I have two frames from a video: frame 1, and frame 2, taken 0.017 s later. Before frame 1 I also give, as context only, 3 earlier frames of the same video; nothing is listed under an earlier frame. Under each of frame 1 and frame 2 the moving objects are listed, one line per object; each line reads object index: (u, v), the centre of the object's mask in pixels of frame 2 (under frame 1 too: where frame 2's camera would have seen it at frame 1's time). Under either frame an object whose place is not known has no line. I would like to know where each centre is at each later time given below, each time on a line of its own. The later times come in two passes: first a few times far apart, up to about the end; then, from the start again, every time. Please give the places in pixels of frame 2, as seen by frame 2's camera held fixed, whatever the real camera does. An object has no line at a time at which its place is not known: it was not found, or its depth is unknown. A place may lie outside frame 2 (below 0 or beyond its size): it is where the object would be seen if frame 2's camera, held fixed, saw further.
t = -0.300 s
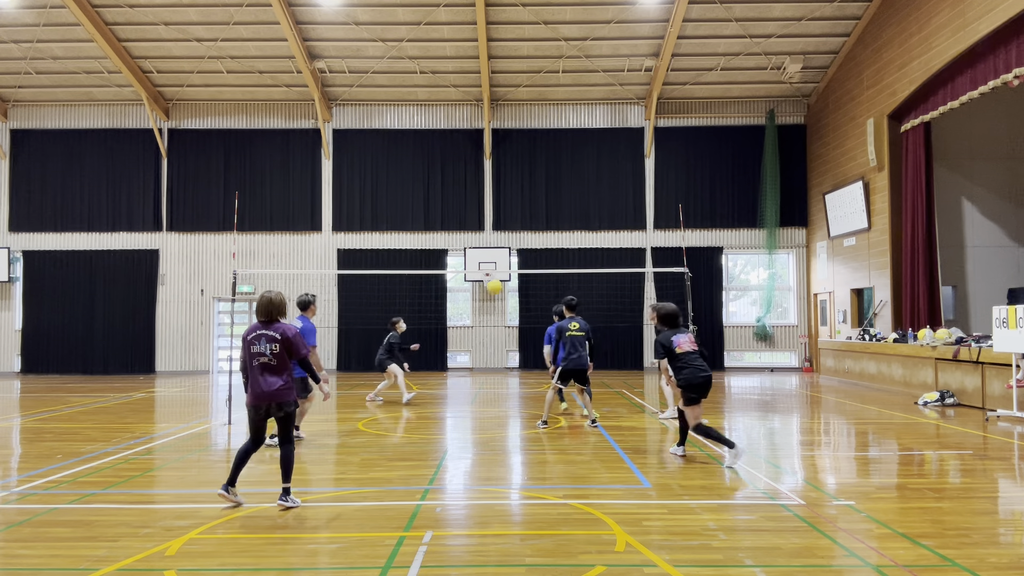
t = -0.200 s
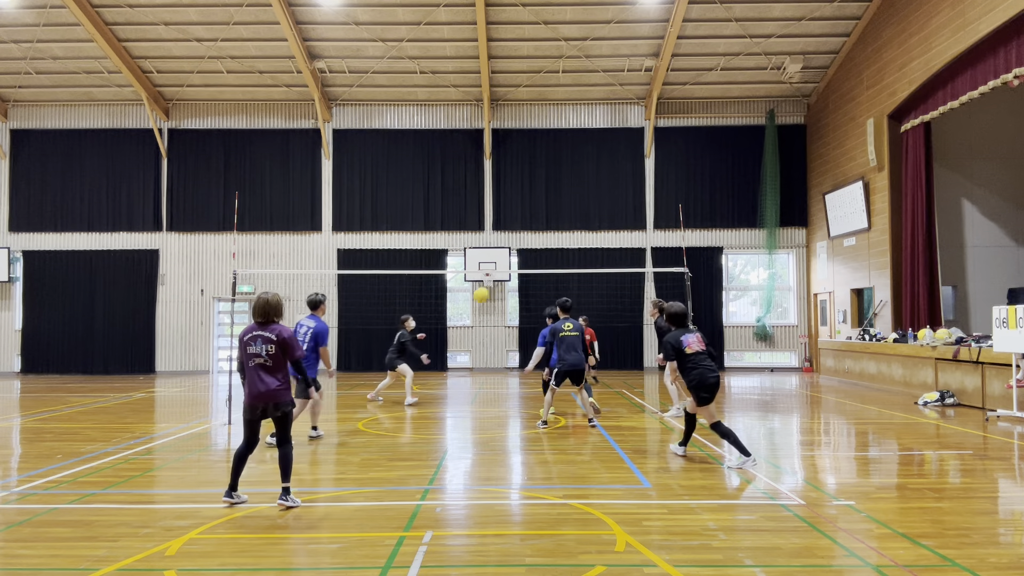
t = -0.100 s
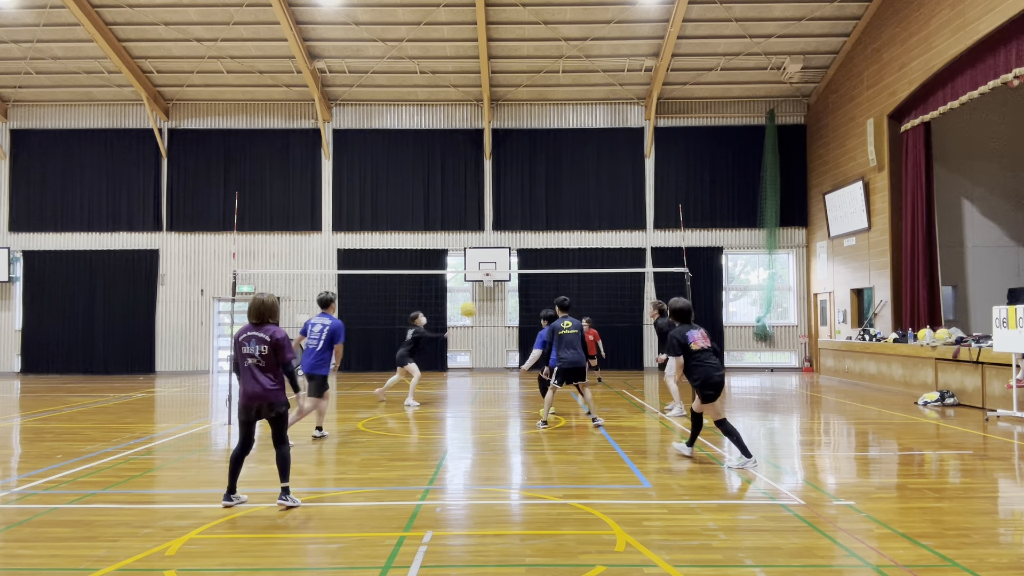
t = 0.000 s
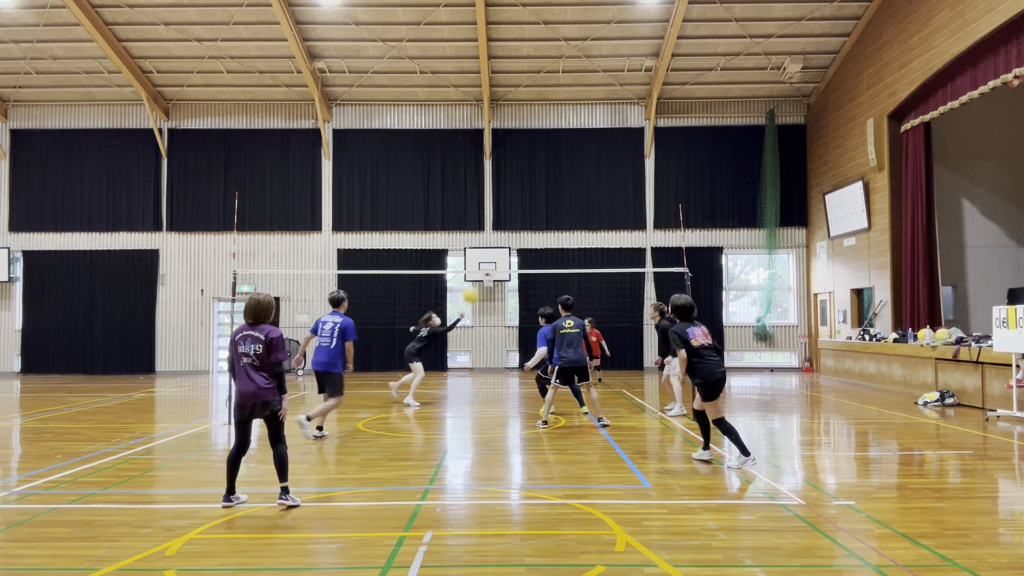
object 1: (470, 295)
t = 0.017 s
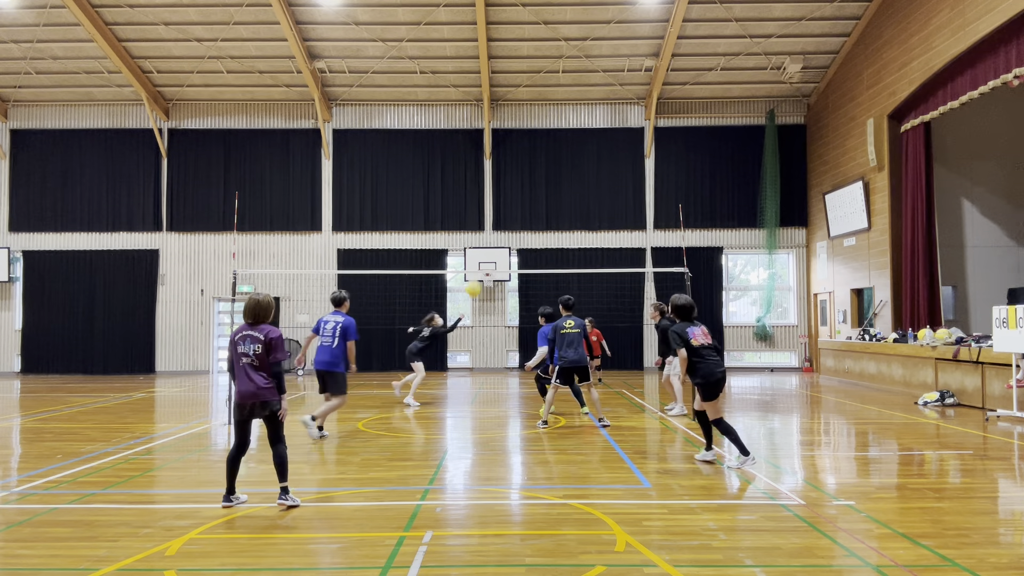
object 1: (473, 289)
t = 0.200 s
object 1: (498, 228)
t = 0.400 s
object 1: (524, 186)
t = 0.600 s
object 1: (552, 167)
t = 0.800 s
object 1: (580, 175)
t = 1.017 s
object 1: (611, 215)
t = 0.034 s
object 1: (475, 283)
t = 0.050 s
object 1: (477, 279)
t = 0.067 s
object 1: (480, 269)
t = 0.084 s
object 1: (482, 264)
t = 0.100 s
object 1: (484, 259)
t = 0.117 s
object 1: (487, 253)
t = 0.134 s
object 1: (489, 248)
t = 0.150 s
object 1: (491, 243)
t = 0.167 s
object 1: (494, 238)
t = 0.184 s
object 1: (496, 233)
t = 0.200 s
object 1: (498, 228)
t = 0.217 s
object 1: (500, 224)
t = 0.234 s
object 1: (502, 220)
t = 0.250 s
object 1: (504, 216)
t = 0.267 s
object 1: (506, 212)
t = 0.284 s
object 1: (509, 208)
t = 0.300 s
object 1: (511, 204)
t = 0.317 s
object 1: (513, 201)
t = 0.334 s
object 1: (515, 197)
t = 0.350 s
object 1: (518, 194)
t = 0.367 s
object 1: (520, 191)
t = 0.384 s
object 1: (522, 188)
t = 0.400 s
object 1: (524, 186)
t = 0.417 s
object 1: (527, 183)
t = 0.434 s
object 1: (529, 181)
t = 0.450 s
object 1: (531, 179)
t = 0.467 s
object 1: (533, 177)
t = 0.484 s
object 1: (536, 175)
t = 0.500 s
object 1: (538, 173)
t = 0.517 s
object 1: (540, 172)
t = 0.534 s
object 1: (543, 171)
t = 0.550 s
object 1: (545, 170)
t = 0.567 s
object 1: (547, 169)
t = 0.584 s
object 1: (550, 168)
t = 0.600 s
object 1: (552, 167)
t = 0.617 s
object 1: (554, 167)
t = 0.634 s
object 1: (556, 167)
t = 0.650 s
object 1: (559, 167)
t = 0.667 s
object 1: (561, 167)
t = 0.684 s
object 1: (563, 167)
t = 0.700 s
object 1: (566, 168)
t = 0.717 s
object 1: (568, 169)
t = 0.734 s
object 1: (570, 169)
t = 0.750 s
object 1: (573, 171)
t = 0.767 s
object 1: (575, 172)
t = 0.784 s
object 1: (577, 173)
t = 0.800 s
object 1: (580, 175)
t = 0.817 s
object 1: (582, 177)
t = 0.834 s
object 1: (585, 179)
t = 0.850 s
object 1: (587, 181)
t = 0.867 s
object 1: (589, 184)
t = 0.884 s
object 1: (592, 186)
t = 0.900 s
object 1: (594, 189)
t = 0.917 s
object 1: (597, 192)
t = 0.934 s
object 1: (599, 196)
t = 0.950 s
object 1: (601, 199)
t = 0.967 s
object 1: (604, 203)
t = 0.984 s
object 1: (606, 207)
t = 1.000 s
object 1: (609, 211)
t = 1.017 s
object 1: (611, 215)
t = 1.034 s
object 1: (613, 220)
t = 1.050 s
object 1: (616, 224)
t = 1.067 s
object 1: (618, 228)
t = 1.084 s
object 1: (620, 232)
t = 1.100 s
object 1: (623, 239)
